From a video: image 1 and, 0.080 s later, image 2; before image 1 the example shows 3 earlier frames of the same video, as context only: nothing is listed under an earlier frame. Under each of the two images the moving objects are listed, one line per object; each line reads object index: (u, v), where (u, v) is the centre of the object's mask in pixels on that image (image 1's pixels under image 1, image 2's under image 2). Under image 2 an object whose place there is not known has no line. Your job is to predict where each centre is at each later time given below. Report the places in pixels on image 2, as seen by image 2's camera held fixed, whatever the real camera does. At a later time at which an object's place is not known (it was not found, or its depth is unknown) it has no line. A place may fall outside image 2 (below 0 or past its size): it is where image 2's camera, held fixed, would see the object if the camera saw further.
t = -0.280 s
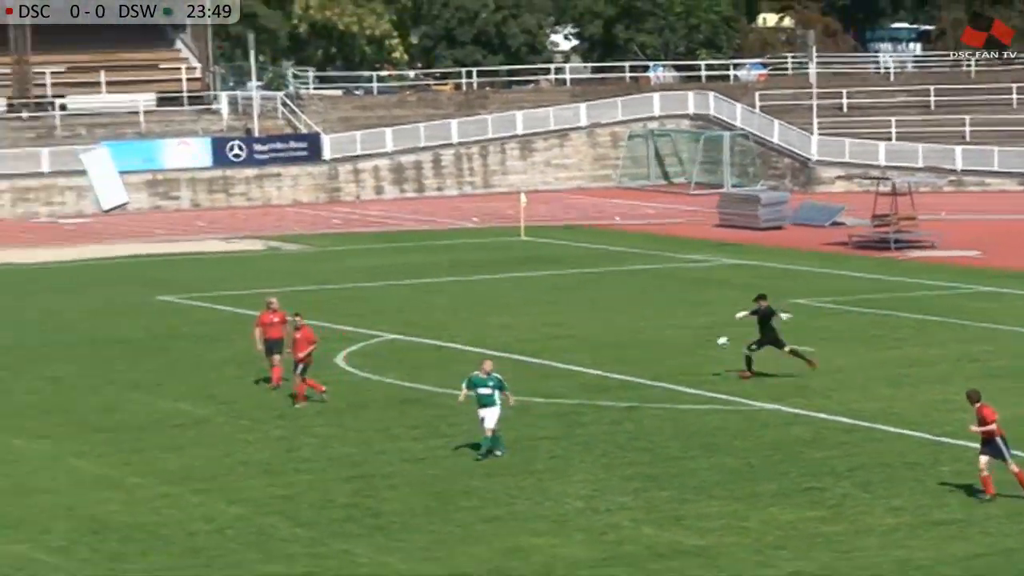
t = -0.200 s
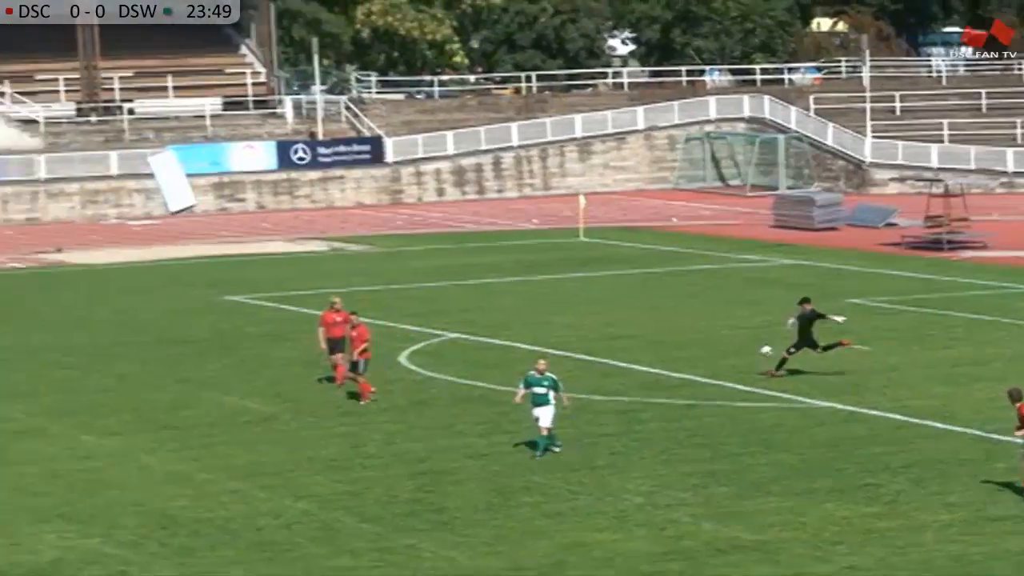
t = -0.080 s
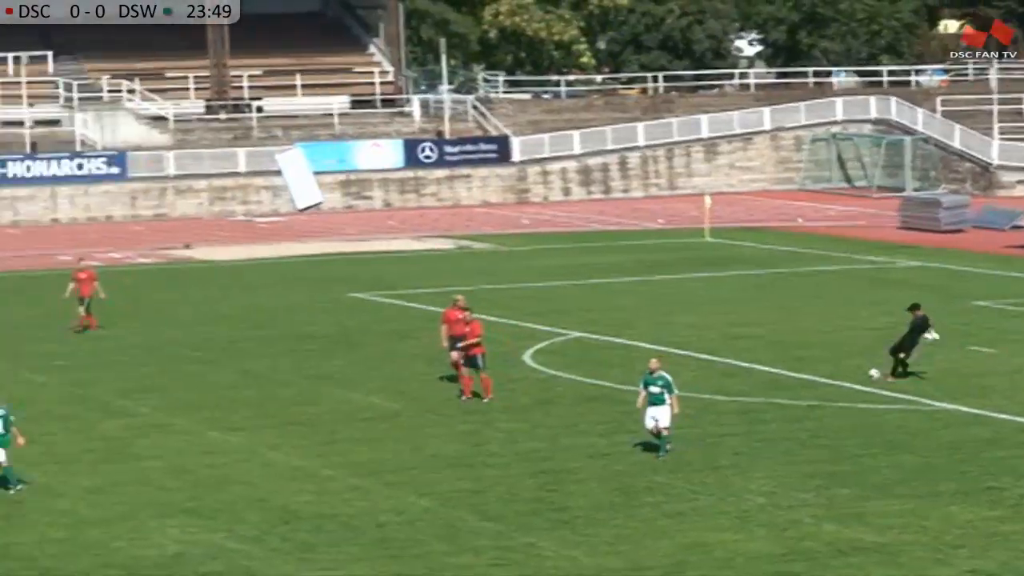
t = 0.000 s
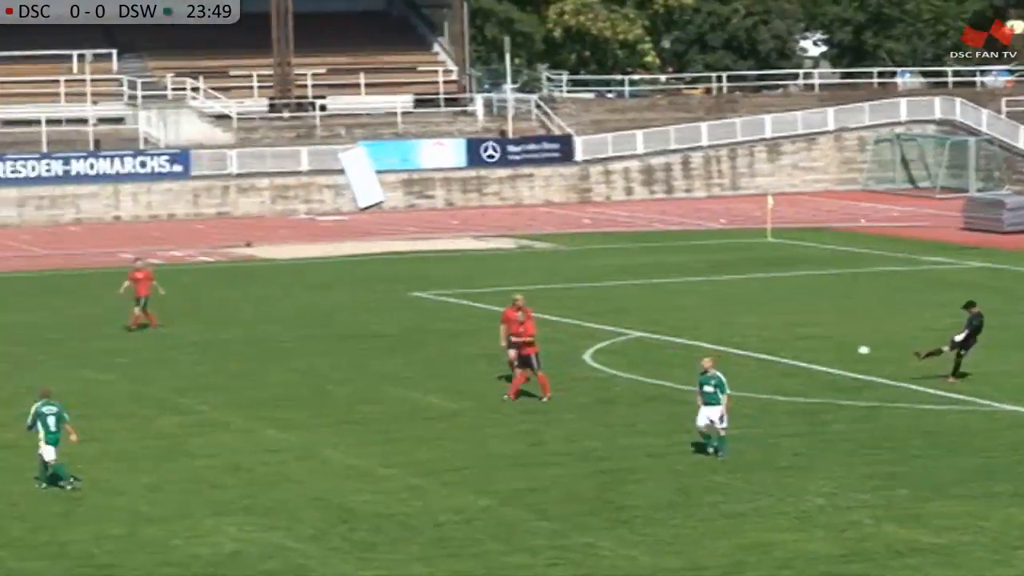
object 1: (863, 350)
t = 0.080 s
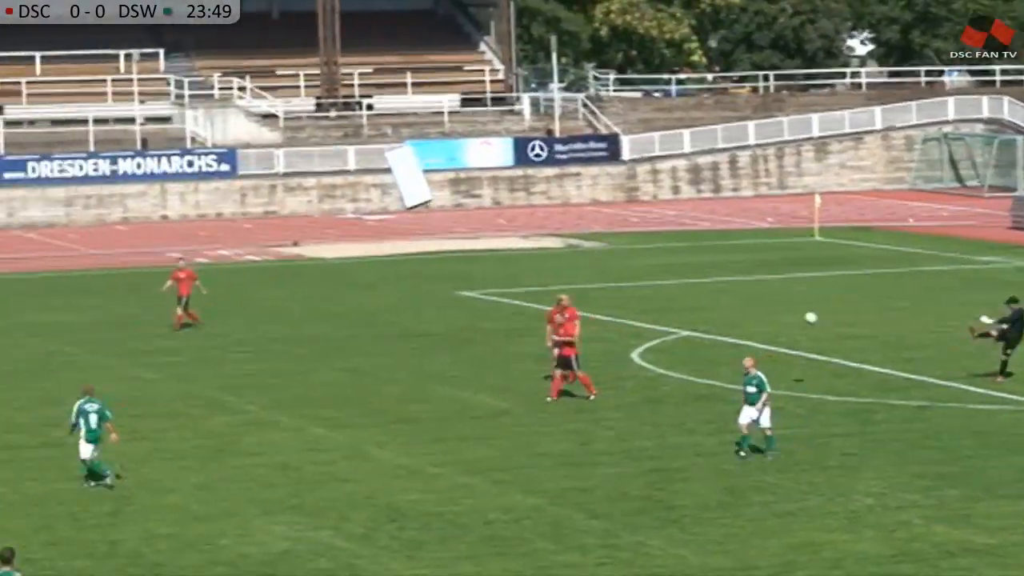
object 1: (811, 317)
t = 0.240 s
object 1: (610, 255)
